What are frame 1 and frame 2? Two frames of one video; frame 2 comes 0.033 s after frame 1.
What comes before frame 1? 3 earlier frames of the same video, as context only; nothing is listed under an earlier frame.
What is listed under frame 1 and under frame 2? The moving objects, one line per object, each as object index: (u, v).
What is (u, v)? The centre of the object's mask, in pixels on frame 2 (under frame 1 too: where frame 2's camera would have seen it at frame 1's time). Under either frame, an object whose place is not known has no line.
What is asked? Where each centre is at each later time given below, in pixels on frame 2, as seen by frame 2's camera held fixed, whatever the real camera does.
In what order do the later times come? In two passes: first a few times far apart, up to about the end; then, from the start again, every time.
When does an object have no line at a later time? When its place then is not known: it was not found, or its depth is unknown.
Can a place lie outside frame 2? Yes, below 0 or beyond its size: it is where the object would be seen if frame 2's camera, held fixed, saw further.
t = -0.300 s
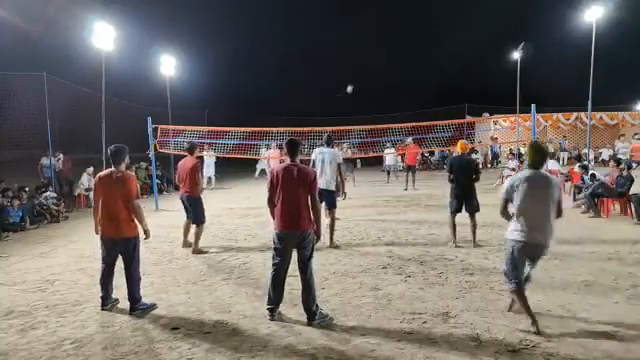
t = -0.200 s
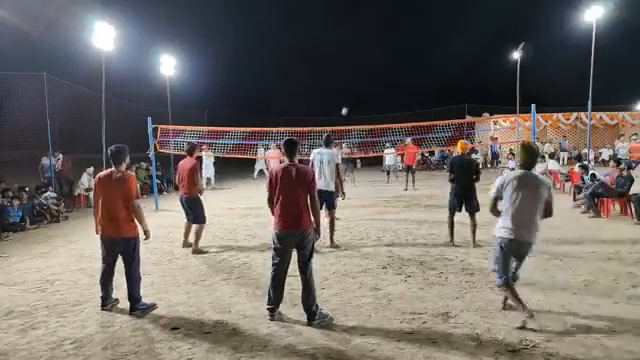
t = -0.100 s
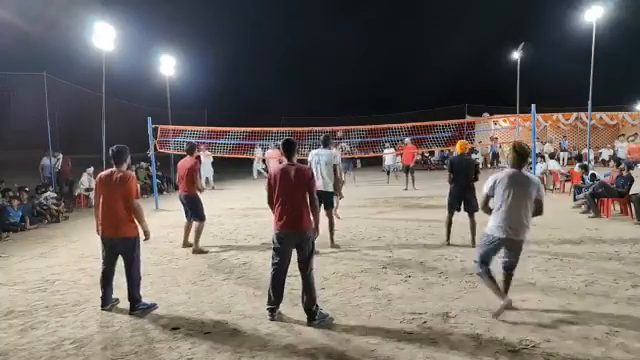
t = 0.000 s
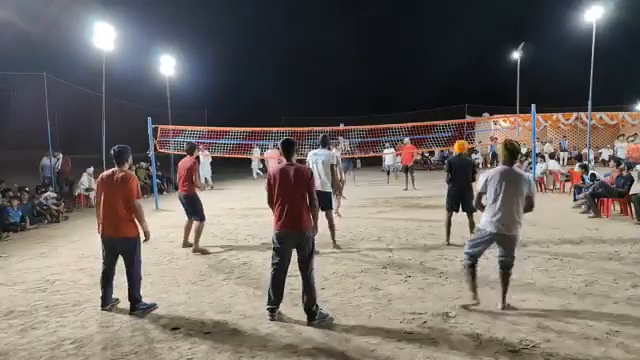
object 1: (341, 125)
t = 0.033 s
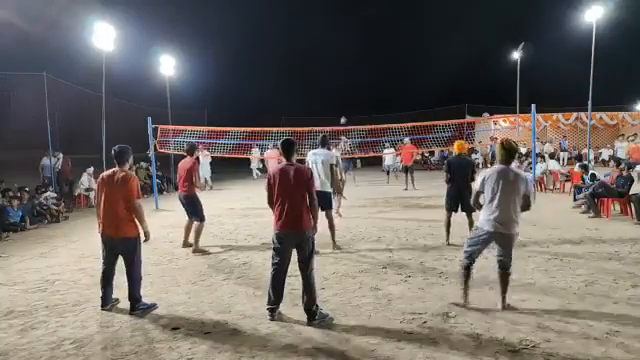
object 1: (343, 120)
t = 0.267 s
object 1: (354, 81)
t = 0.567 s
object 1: (372, 44)
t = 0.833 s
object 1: (395, 31)
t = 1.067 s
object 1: (423, 46)
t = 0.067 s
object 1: (344, 114)
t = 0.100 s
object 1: (346, 109)
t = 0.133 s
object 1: (347, 103)
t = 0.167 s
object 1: (349, 97)
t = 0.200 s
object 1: (350, 92)
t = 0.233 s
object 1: (352, 86)
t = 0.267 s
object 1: (354, 81)
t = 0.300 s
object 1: (355, 76)
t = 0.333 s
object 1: (357, 71)
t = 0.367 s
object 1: (359, 67)
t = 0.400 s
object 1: (361, 63)
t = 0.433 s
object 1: (363, 59)
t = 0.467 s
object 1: (365, 54)
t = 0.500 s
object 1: (368, 51)
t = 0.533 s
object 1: (370, 48)
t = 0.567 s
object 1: (372, 44)
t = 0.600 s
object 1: (375, 41)
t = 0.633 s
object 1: (377, 39)
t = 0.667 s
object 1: (380, 37)
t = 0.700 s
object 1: (383, 35)
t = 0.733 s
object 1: (386, 33)
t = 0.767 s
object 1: (389, 32)
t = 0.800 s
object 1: (392, 31)
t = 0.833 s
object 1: (395, 31)
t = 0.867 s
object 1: (399, 32)
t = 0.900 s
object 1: (403, 32)
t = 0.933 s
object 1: (406, 34)
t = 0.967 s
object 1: (410, 36)
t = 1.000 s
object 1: (414, 38)
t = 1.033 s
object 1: (419, 41)
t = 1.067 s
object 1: (423, 46)
